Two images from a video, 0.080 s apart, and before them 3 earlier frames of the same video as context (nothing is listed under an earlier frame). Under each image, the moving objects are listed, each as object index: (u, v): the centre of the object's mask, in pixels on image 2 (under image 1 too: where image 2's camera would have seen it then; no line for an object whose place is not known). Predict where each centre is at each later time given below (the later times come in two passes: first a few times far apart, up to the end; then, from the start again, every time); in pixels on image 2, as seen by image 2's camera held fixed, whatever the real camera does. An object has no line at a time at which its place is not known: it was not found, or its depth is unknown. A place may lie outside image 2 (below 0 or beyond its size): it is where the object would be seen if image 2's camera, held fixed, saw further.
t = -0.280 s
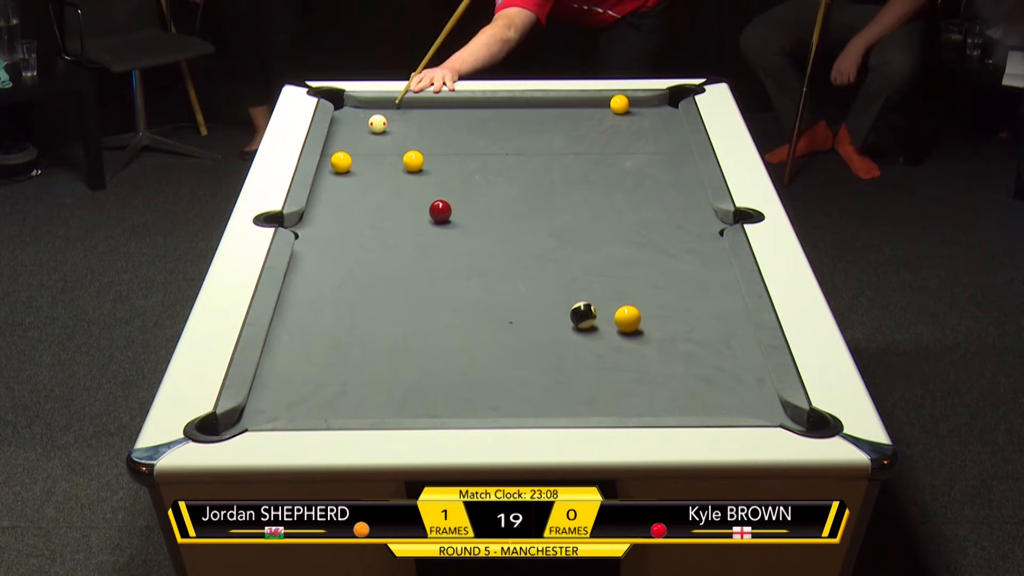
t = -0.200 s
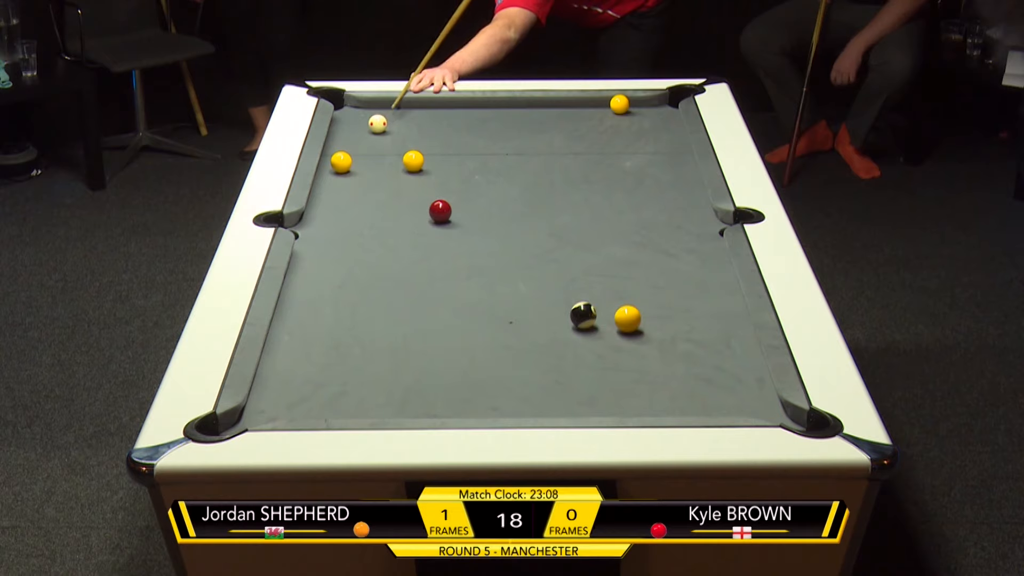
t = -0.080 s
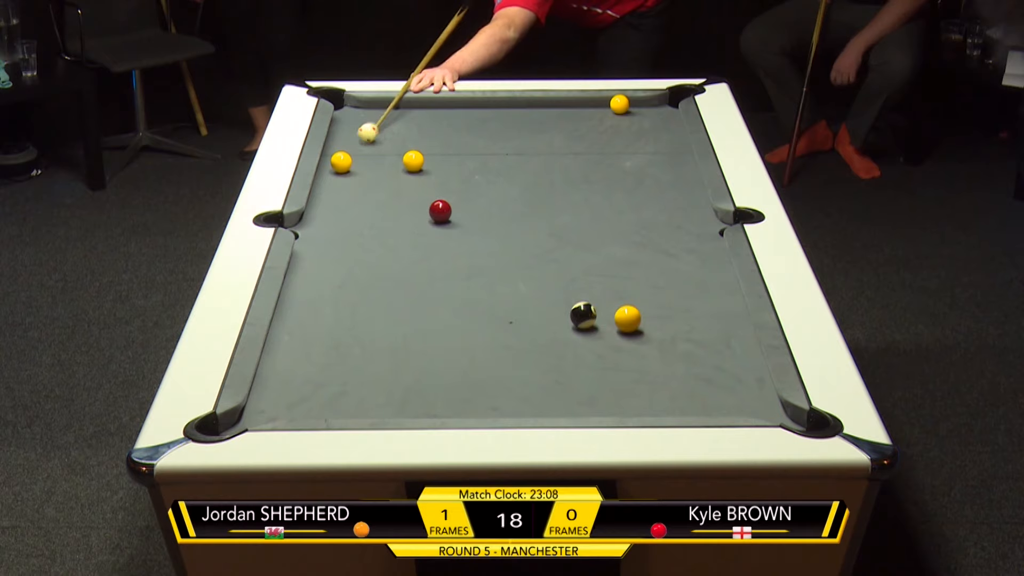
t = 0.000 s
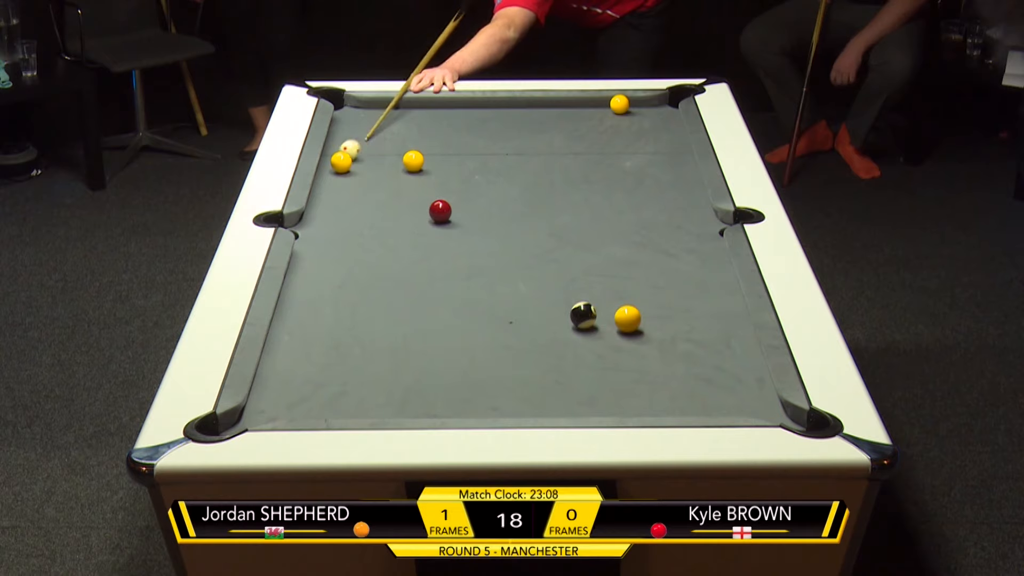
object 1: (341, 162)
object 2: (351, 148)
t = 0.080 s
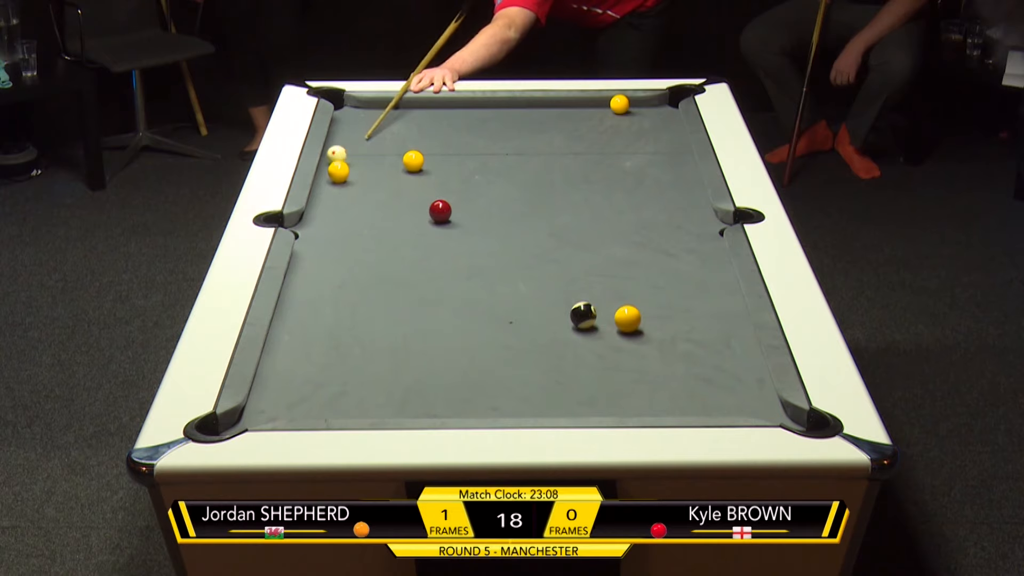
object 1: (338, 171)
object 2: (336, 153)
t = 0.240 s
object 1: (331, 198)
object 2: (337, 150)
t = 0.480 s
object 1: (320, 236)
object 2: (353, 142)
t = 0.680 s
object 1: (309, 271)
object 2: (364, 136)
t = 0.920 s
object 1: (296, 318)
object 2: (376, 129)
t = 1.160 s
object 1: (281, 369)
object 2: (387, 124)
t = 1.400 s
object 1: (261, 416)
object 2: (395, 118)
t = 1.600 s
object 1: (262, 416)
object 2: (400, 115)
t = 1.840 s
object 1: (265, 411)
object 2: (406, 111)
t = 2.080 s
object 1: (267, 407)
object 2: (411, 108)
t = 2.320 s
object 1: (268, 401)
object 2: (415, 106)
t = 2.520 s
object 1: (268, 398)
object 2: (418, 104)
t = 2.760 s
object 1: (268, 396)
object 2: (419, 103)
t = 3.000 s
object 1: (268, 394)
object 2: (419, 104)
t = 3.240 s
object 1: (268, 394)
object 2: (419, 104)
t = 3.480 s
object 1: (268, 394)
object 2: (419, 104)
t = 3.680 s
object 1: (268, 394)
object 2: (419, 104)
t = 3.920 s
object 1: (268, 394)
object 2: (419, 104)
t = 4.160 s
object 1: (268, 394)
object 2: (419, 104)
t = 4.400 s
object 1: (268, 394)
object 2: (419, 104)
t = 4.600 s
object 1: (268, 394)
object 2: (419, 104)
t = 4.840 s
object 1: (268, 394)
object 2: (419, 103)
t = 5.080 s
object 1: (268, 394)
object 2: (419, 103)
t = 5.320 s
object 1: (268, 394)
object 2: (419, 103)
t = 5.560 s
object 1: (268, 394)
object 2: (419, 103)
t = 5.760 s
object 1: (268, 394)
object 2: (419, 103)
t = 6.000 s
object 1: (268, 394)
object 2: (419, 103)
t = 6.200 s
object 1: (268, 394)
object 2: (419, 103)
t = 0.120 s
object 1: (336, 179)
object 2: (333, 154)
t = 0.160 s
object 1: (335, 185)
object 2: (332, 152)
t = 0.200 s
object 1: (333, 191)
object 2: (335, 151)
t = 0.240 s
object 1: (331, 198)
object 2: (337, 150)
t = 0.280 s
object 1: (329, 204)
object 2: (340, 148)
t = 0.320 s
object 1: (327, 210)
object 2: (343, 147)
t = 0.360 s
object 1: (325, 216)
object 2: (345, 146)
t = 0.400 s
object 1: (324, 223)
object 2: (348, 145)
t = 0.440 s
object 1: (322, 230)
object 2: (351, 143)
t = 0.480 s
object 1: (320, 236)
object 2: (353, 142)
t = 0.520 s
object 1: (318, 243)
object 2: (355, 141)
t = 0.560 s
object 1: (316, 250)
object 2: (358, 139)
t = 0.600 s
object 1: (314, 257)
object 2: (360, 138)
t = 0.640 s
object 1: (311, 264)
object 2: (362, 137)
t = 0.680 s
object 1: (309, 271)
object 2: (364, 136)
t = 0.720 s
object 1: (307, 279)
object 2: (367, 135)
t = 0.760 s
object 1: (305, 287)
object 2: (368, 134)
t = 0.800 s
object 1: (303, 294)
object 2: (370, 133)
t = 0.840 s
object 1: (300, 302)
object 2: (372, 132)
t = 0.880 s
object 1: (298, 310)
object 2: (374, 130)
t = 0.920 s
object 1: (296, 318)
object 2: (376, 129)
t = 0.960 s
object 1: (293, 326)
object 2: (378, 128)
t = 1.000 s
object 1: (291, 334)
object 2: (380, 127)
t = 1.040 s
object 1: (288, 343)
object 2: (381, 126)
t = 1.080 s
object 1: (286, 351)
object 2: (383, 125)
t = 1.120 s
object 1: (283, 360)
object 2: (385, 124)
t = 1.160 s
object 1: (281, 369)
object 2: (387, 124)
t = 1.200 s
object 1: (278, 378)
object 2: (388, 123)
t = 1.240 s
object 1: (275, 387)
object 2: (390, 122)
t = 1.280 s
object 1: (273, 396)
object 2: (391, 121)
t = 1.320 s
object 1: (270, 406)
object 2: (392, 120)
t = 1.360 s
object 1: (267, 412)
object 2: (394, 119)
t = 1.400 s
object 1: (261, 416)
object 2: (395, 118)
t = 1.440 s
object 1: (250, 414)
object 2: (396, 118)
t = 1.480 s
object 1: (250, 414)
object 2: (397, 117)
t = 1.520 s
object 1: (255, 415)
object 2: (398, 116)
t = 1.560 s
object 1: (259, 416)
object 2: (399, 115)
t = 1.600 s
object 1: (262, 416)
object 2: (400, 115)
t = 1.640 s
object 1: (262, 415)
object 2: (402, 114)
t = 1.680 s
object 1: (263, 415)
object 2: (403, 113)
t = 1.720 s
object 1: (264, 414)
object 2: (404, 113)
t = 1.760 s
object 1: (264, 413)
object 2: (405, 112)
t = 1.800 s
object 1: (264, 412)
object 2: (405, 112)
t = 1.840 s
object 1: (265, 411)
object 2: (406, 111)
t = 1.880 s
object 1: (265, 411)
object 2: (407, 111)
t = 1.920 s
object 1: (266, 410)
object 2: (408, 110)
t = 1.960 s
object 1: (266, 409)
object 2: (409, 109)
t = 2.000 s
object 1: (267, 408)
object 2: (409, 109)
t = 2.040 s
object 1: (267, 408)
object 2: (410, 108)
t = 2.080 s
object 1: (267, 407)
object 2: (411, 108)
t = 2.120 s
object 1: (268, 406)
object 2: (412, 108)
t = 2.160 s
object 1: (268, 405)
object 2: (412, 107)
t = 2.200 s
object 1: (268, 404)
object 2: (413, 107)
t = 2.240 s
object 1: (268, 403)
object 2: (414, 106)
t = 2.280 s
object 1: (268, 403)
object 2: (415, 106)
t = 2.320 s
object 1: (268, 401)
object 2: (415, 106)
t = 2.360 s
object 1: (268, 401)
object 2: (416, 105)
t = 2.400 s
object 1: (268, 400)
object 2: (416, 105)
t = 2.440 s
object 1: (268, 400)
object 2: (417, 105)
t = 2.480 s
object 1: (268, 399)
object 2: (417, 104)
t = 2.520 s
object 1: (268, 398)
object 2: (418, 104)
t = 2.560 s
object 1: (267, 398)
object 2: (418, 104)
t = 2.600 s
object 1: (268, 397)
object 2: (419, 104)
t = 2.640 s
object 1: (268, 397)
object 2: (419, 104)
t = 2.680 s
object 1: (268, 396)
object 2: (419, 103)
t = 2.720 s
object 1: (268, 396)
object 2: (419, 103)
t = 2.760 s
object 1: (268, 396)
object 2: (419, 103)
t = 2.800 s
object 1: (268, 395)
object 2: (419, 103)
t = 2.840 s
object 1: (268, 395)
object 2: (419, 103)
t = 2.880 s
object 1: (268, 395)
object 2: (419, 104)
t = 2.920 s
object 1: (268, 395)
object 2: (419, 104)
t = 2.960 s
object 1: (268, 394)
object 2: (419, 104)
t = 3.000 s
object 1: (268, 394)
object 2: (419, 104)
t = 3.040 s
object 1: (268, 394)
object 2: (419, 104)
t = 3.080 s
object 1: (268, 394)
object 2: (419, 104)
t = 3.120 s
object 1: (268, 394)
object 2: (419, 104)
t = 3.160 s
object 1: (268, 394)
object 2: (419, 104)
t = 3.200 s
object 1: (268, 394)
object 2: (419, 104)
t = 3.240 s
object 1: (268, 394)
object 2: (419, 104)
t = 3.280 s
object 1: (268, 394)
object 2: (419, 104)
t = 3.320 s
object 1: (268, 394)
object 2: (419, 104)
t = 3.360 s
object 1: (268, 394)
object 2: (419, 104)
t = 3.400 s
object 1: (268, 394)
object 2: (419, 104)
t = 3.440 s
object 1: (268, 394)
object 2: (419, 104)
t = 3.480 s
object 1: (268, 394)
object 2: (419, 104)
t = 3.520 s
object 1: (268, 394)
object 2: (419, 104)
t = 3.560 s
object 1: (268, 394)
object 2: (419, 104)
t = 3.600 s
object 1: (268, 394)
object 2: (419, 104)
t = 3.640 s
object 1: (268, 394)
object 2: (419, 104)
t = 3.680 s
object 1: (268, 394)
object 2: (419, 104)
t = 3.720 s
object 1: (268, 394)
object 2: (419, 104)
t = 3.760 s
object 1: (268, 394)
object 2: (419, 104)
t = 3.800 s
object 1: (268, 394)
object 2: (419, 104)
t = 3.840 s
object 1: (268, 394)
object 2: (419, 104)
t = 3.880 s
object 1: (268, 394)
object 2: (419, 104)
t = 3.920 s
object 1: (268, 394)
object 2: (419, 104)
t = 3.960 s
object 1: (268, 394)
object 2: (419, 104)
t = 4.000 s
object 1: (268, 394)
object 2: (419, 104)
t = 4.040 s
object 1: (268, 394)
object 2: (419, 104)
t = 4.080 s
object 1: (268, 394)
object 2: (419, 104)
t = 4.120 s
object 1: (268, 394)
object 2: (419, 104)
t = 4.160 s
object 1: (268, 394)
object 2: (419, 104)
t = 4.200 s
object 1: (268, 394)
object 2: (419, 104)
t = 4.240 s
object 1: (268, 394)
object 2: (419, 104)
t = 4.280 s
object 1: (268, 394)
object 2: (419, 104)
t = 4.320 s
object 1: (268, 394)
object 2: (419, 104)
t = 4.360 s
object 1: (268, 394)
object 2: (419, 104)
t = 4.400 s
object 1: (268, 394)
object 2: (419, 104)
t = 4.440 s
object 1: (268, 394)
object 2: (419, 104)
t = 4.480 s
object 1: (268, 394)
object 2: (419, 104)
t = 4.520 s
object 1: (268, 394)
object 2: (419, 104)
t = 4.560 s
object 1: (268, 394)
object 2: (419, 104)
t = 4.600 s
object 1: (268, 394)
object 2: (419, 104)
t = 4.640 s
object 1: (268, 394)
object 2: (419, 104)
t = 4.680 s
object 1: (268, 394)
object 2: (419, 104)
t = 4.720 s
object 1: (268, 394)
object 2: (419, 104)
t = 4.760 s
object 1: (268, 394)
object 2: (419, 104)
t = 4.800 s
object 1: (268, 394)
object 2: (419, 104)
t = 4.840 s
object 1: (268, 394)
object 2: (419, 103)
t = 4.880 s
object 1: (268, 394)
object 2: (419, 103)
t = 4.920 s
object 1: (268, 394)
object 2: (419, 103)
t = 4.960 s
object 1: (268, 394)
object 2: (419, 103)
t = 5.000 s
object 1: (268, 394)
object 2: (419, 104)
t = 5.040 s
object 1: (268, 394)
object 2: (419, 103)
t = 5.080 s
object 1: (268, 394)
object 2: (419, 103)
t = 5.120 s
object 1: (268, 394)
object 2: (419, 103)
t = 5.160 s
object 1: (268, 394)
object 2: (419, 103)
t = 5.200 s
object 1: (268, 394)
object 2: (419, 103)
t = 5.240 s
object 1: (268, 394)
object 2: (419, 103)
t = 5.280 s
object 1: (268, 394)
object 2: (419, 103)
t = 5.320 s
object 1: (268, 394)
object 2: (419, 103)
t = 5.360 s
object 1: (268, 394)
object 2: (419, 103)
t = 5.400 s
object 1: (268, 394)
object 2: (419, 104)
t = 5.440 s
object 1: (268, 394)
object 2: (419, 103)
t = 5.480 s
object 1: (268, 394)
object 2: (419, 103)
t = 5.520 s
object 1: (268, 394)
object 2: (419, 103)
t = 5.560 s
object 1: (268, 394)
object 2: (419, 103)
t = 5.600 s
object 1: (268, 394)
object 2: (419, 103)
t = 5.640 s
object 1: (268, 394)
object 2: (419, 103)
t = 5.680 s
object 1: (268, 394)
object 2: (419, 103)
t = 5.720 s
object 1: (268, 394)
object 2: (419, 104)
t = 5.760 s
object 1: (268, 394)
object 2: (419, 103)
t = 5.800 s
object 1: (268, 394)
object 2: (419, 103)
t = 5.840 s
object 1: (268, 394)
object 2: (419, 103)
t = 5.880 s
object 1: (268, 394)
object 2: (419, 103)
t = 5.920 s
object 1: (268, 394)
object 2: (419, 103)
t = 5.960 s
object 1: (268, 394)
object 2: (419, 103)
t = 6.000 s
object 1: (268, 394)
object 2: (419, 103)
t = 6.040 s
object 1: (268, 394)
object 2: (419, 103)
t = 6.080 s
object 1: (268, 394)
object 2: (419, 103)
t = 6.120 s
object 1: (268, 394)
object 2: (419, 103)
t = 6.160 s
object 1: (268, 394)
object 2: (419, 103)
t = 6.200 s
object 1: (268, 394)
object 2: (419, 103)
